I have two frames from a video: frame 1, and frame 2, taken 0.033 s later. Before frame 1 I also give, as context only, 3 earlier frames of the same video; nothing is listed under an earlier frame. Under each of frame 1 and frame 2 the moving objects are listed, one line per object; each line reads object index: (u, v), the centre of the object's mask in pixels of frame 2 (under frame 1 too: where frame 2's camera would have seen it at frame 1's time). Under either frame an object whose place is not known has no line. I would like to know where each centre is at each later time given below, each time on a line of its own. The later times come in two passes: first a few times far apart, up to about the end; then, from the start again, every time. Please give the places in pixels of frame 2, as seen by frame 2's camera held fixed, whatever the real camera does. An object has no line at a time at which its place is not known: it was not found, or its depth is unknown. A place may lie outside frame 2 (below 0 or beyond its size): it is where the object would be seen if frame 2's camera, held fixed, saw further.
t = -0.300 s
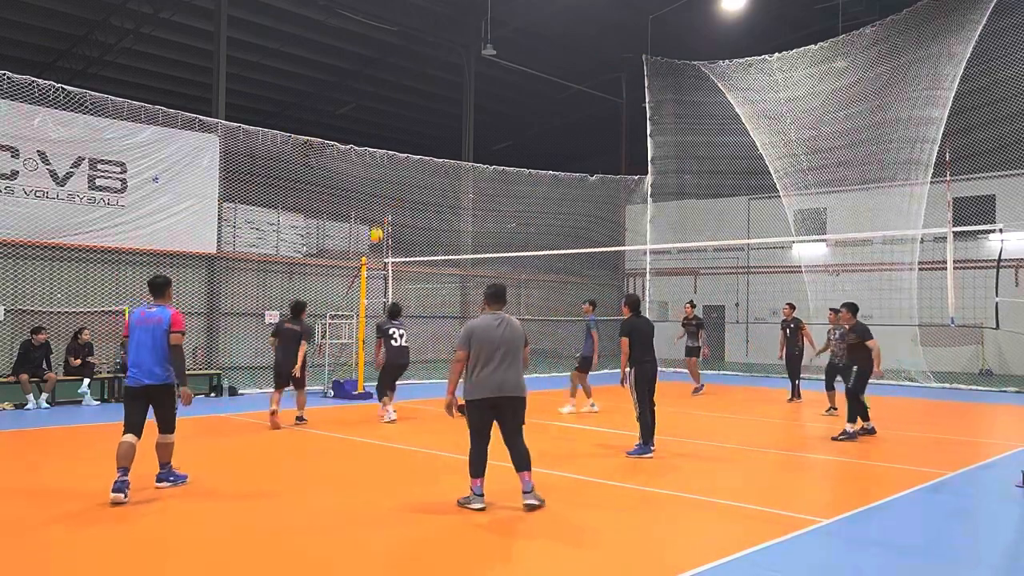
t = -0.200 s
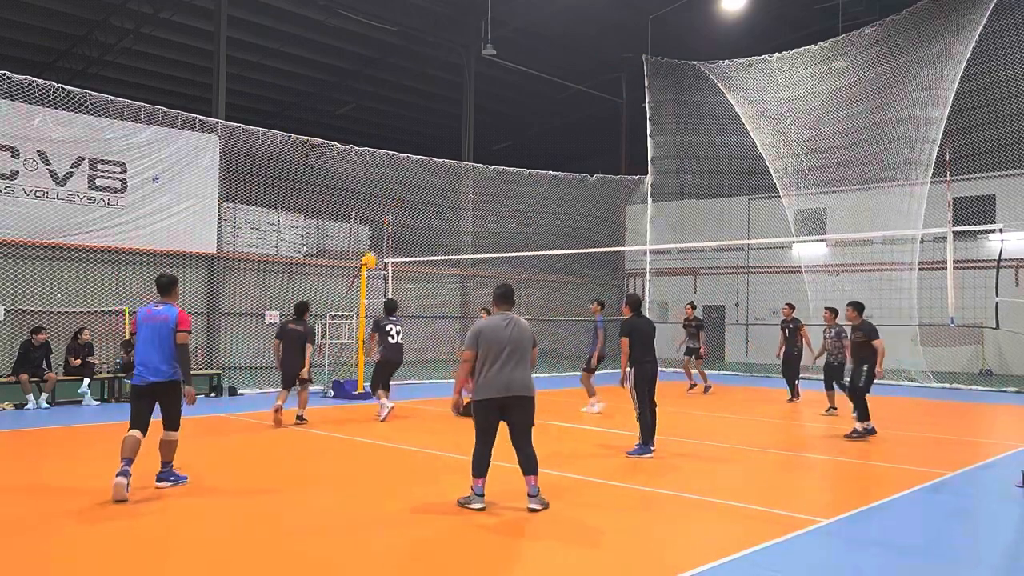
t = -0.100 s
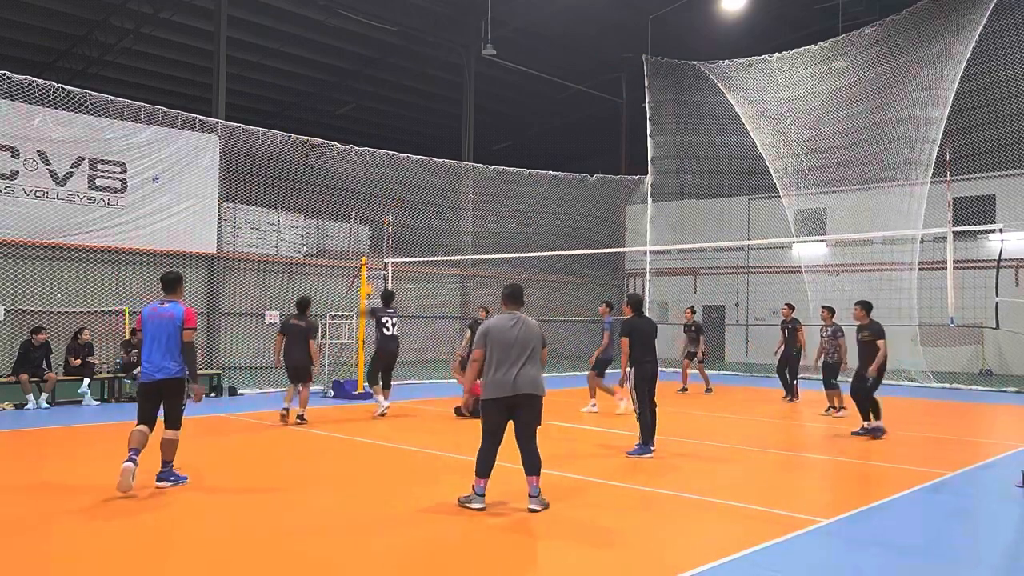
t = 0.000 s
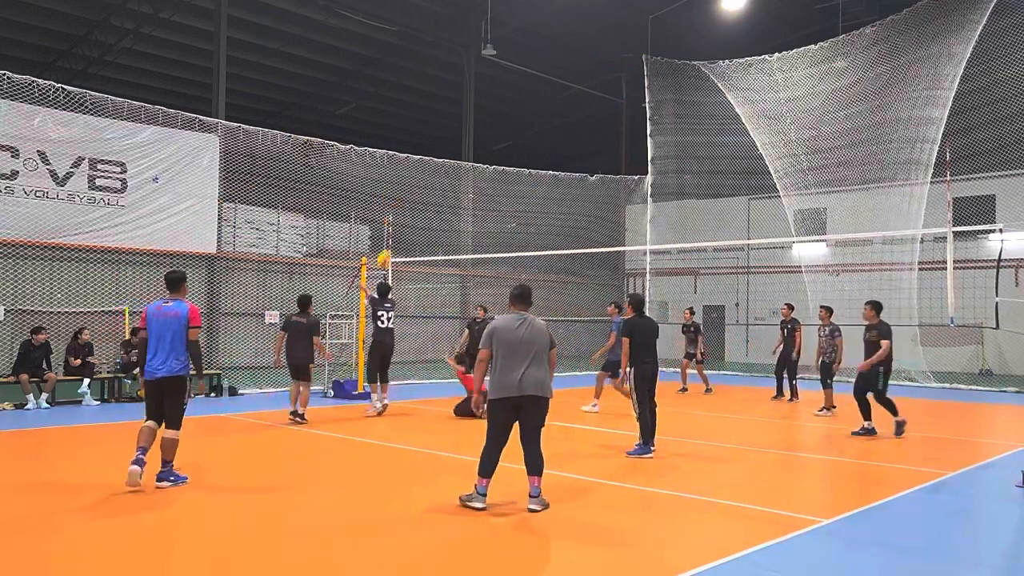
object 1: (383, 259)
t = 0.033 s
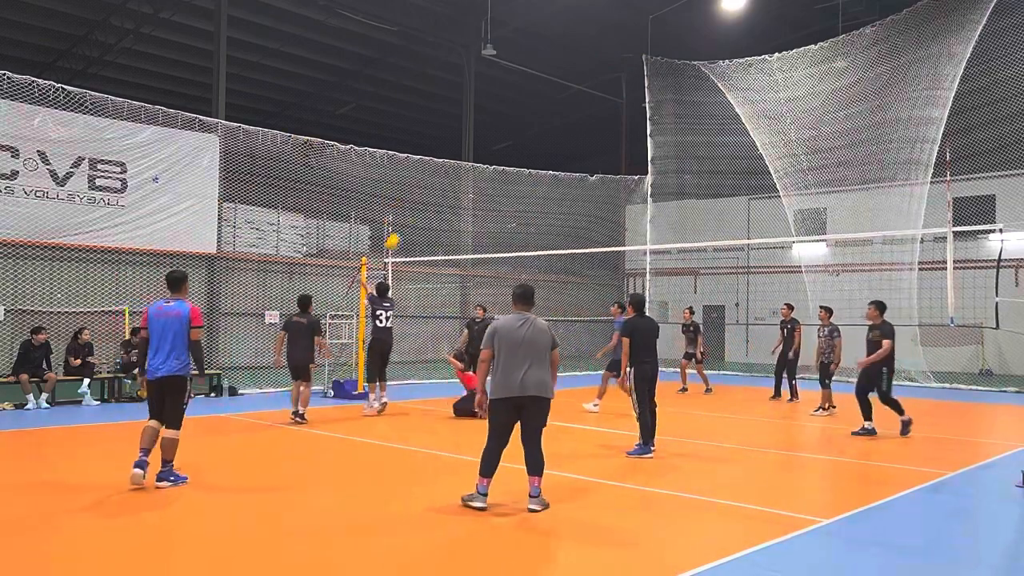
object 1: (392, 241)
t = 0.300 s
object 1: (456, 146)
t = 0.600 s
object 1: (522, 99)
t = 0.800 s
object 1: (561, 98)
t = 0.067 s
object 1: (402, 226)
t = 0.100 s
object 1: (409, 212)
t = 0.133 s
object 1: (417, 199)
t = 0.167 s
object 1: (425, 187)
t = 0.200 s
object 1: (434, 176)
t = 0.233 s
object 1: (441, 165)
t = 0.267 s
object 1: (449, 155)
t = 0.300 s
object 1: (456, 146)
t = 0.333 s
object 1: (464, 138)
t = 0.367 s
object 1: (471, 131)
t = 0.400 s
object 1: (479, 124)
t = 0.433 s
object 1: (486, 118)
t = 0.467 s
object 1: (493, 113)
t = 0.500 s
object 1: (501, 108)
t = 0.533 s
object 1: (508, 104)
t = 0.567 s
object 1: (515, 101)
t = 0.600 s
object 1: (522, 99)
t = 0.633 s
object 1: (528, 96)
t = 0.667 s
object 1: (535, 96)
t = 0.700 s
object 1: (542, 96)
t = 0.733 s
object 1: (548, 96)
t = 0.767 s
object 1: (555, 97)
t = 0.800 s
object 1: (561, 98)
